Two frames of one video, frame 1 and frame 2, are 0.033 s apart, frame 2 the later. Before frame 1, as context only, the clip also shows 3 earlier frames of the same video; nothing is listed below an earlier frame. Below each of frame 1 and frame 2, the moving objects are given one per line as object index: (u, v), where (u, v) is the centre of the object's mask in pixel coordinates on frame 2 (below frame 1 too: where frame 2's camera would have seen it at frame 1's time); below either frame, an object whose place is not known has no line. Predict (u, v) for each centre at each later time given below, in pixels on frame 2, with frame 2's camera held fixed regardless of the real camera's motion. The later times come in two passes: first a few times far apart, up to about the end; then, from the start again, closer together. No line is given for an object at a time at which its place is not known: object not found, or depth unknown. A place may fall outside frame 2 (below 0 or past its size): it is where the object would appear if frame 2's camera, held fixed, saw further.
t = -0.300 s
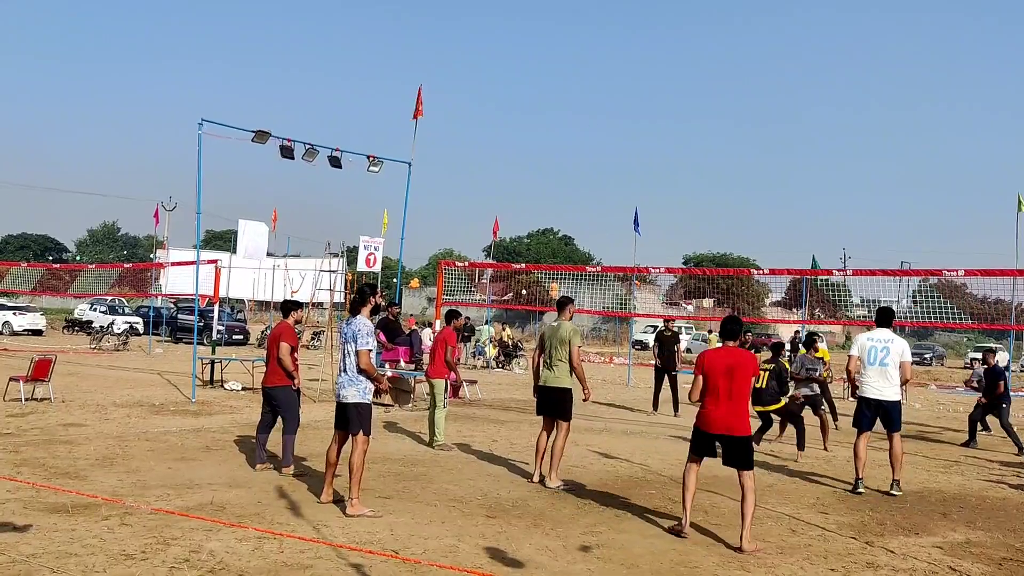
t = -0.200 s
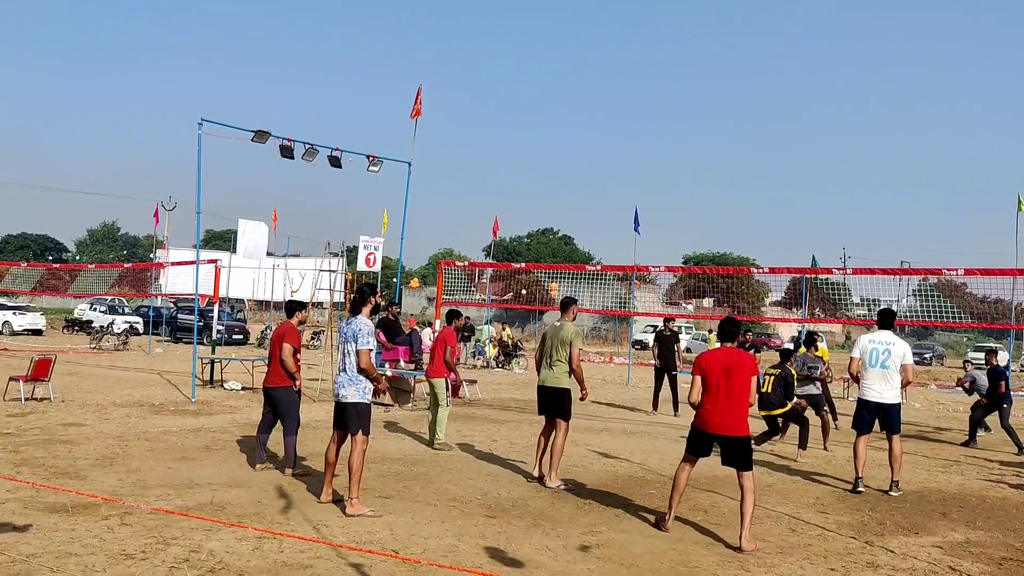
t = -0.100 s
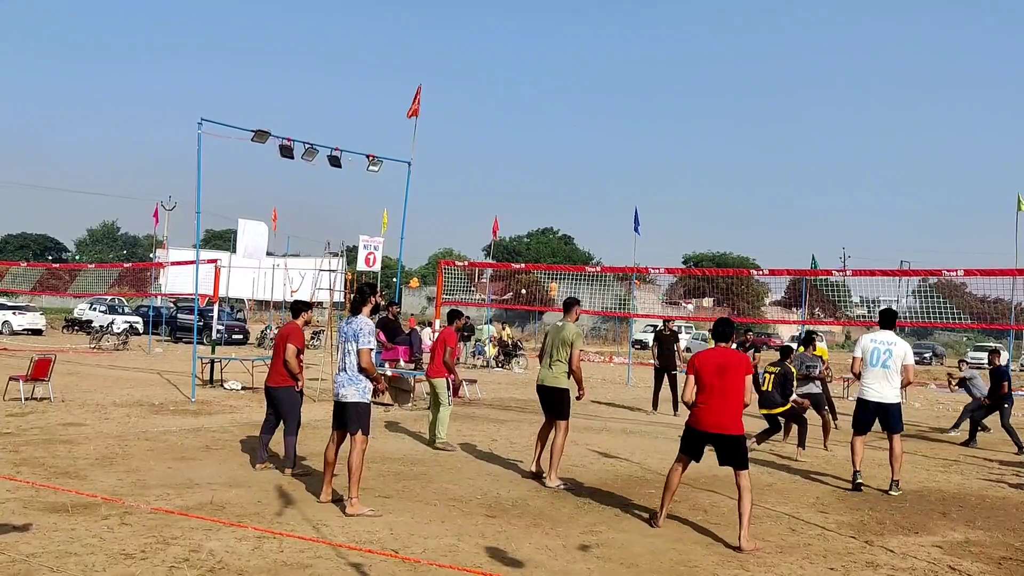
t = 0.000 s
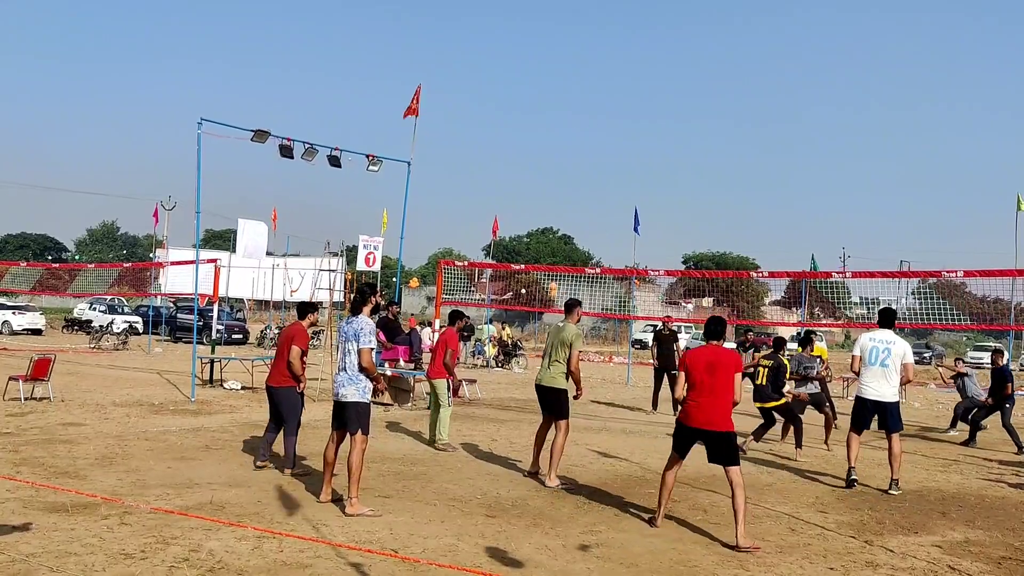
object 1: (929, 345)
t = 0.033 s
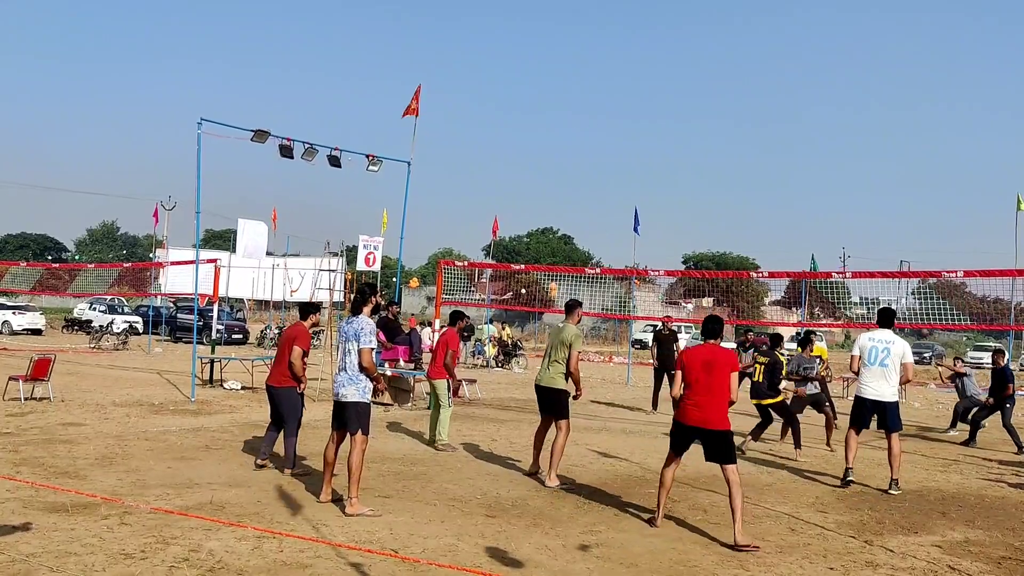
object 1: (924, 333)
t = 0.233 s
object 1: (878, 263)
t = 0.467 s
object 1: (815, 200)
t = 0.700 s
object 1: (740, 160)
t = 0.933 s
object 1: (646, 154)
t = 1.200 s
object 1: (507, 200)
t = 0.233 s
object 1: (878, 263)
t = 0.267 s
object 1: (869, 253)
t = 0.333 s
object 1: (852, 234)
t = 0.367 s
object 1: (844, 225)
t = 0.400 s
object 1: (834, 216)
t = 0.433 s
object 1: (825, 207)
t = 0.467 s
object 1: (815, 200)
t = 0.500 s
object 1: (806, 193)
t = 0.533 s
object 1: (795, 186)
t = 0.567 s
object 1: (785, 179)
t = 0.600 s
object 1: (774, 174)
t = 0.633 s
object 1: (763, 169)
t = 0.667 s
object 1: (751, 164)
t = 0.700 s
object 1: (740, 160)
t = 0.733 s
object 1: (728, 157)
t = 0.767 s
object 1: (715, 155)
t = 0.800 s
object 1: (702, 153)
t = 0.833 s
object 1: (689, 152)
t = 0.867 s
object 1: (675, 152)
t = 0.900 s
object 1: (661, 152)
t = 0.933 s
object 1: (646, 154)
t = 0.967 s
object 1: (630, 156)
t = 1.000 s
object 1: (615, 159)
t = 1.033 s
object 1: (598, 163)
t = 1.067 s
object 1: (582, 168)
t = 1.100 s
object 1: (564, 174)
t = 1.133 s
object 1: (546, 182)
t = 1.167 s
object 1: (527, 191)
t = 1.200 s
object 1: (507, 200)
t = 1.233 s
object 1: (487, 211)
